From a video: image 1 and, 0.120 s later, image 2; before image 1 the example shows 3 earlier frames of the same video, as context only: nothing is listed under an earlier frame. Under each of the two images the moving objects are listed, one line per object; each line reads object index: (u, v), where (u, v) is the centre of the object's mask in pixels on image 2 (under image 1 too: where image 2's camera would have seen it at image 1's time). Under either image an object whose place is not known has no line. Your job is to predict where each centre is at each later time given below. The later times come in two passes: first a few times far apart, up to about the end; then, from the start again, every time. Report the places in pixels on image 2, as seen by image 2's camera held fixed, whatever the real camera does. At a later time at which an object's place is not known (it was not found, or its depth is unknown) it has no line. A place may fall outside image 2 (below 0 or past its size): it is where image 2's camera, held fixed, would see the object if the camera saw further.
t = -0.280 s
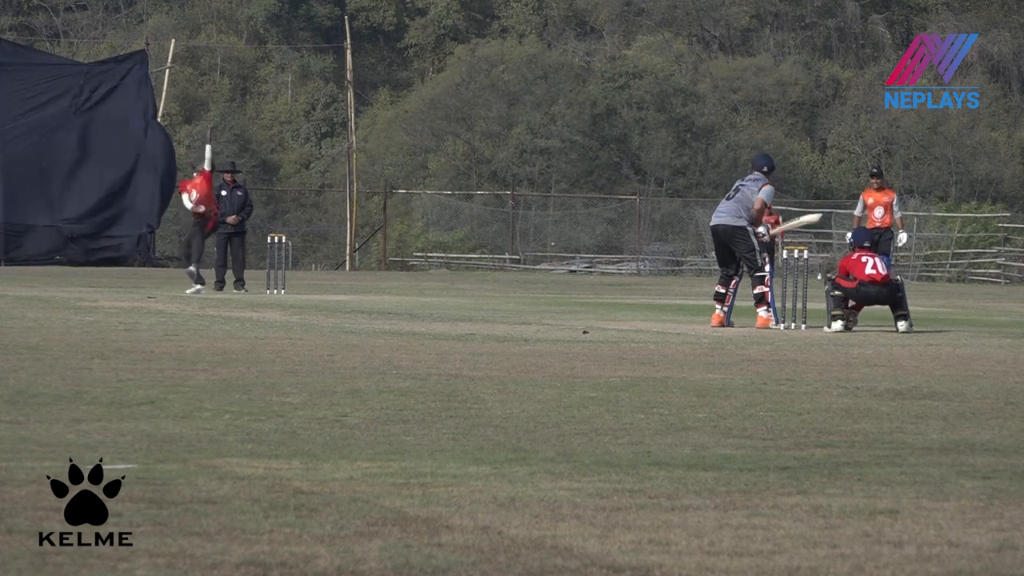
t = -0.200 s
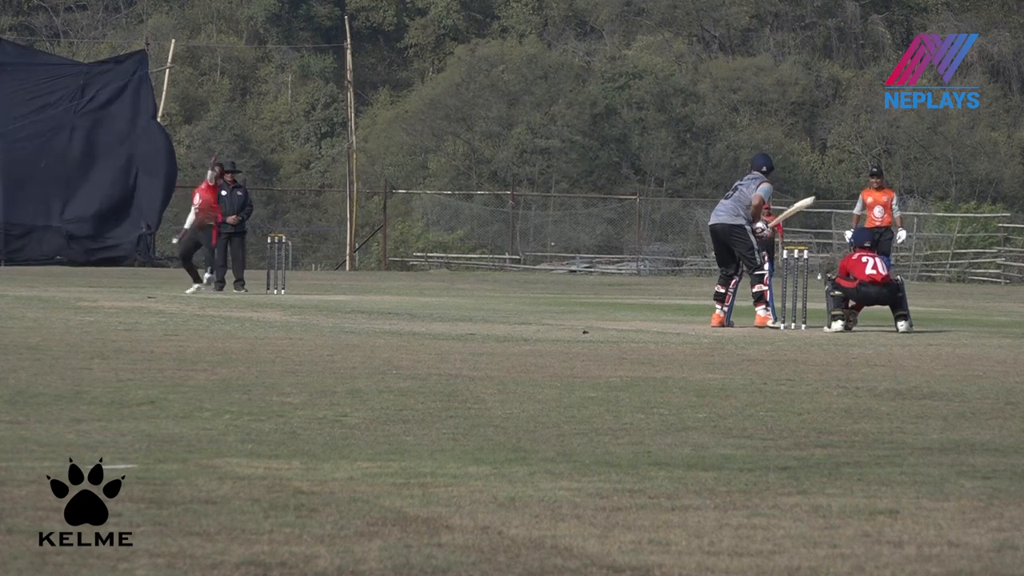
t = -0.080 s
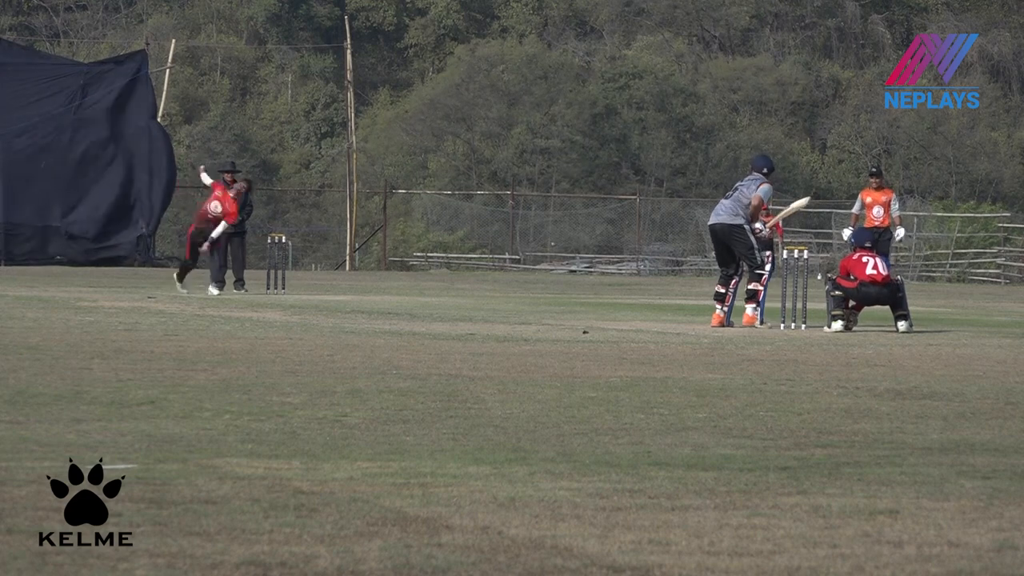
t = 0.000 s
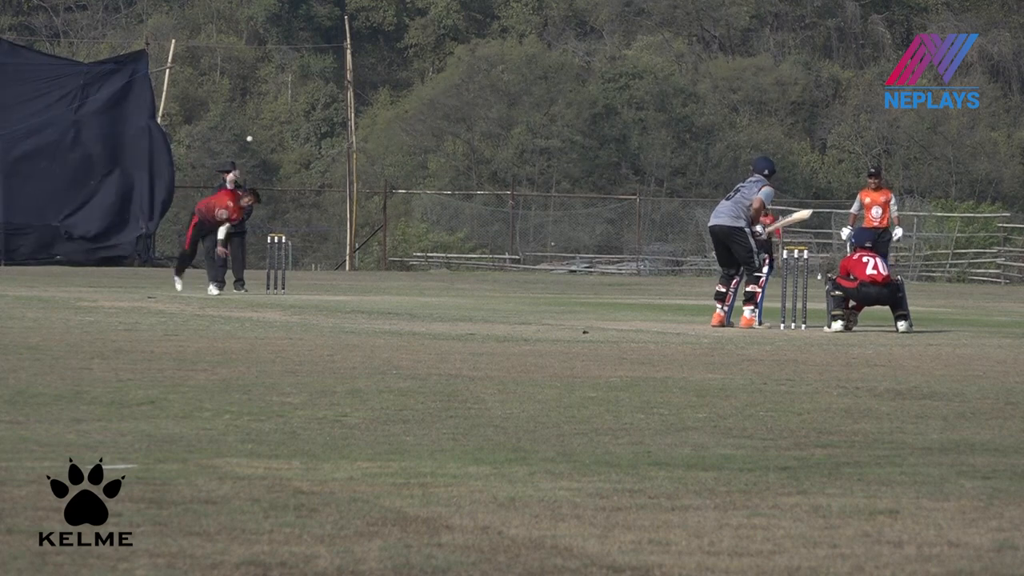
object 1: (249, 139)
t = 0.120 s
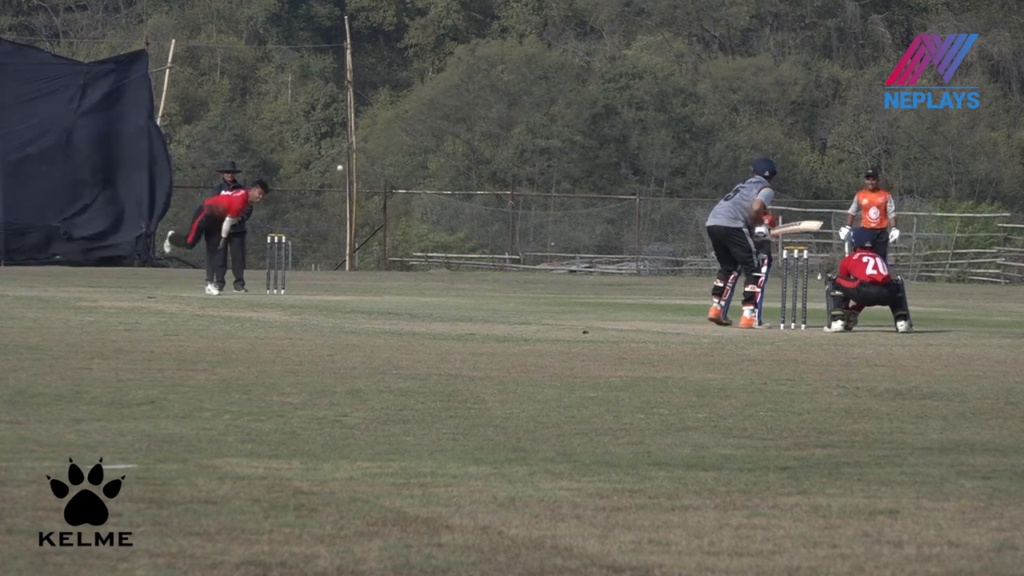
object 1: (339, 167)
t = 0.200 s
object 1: (405, 195)
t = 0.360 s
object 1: (549, 272)
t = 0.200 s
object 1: (405, 195)
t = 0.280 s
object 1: (474, 230)
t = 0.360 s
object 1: (549, 272)
